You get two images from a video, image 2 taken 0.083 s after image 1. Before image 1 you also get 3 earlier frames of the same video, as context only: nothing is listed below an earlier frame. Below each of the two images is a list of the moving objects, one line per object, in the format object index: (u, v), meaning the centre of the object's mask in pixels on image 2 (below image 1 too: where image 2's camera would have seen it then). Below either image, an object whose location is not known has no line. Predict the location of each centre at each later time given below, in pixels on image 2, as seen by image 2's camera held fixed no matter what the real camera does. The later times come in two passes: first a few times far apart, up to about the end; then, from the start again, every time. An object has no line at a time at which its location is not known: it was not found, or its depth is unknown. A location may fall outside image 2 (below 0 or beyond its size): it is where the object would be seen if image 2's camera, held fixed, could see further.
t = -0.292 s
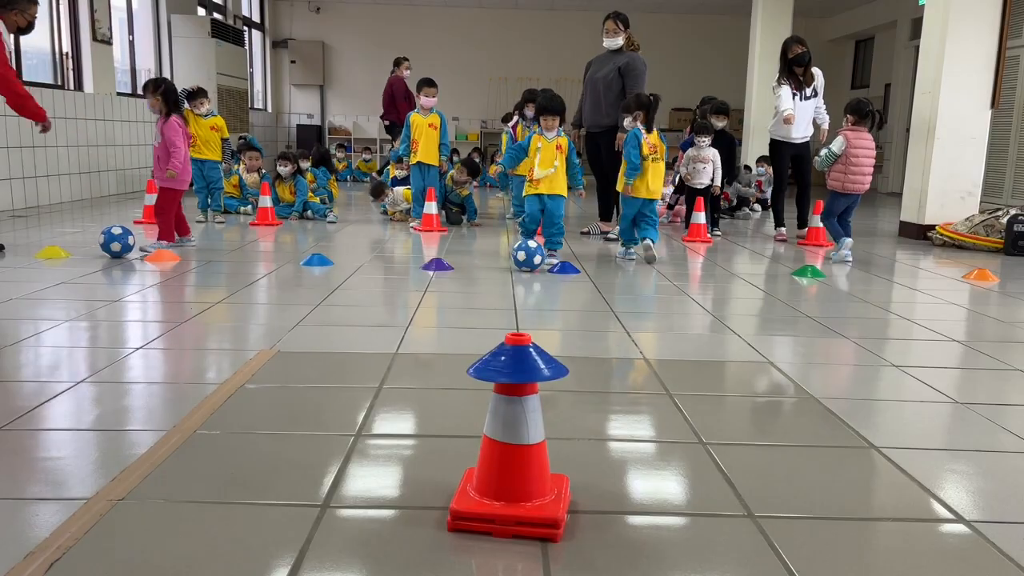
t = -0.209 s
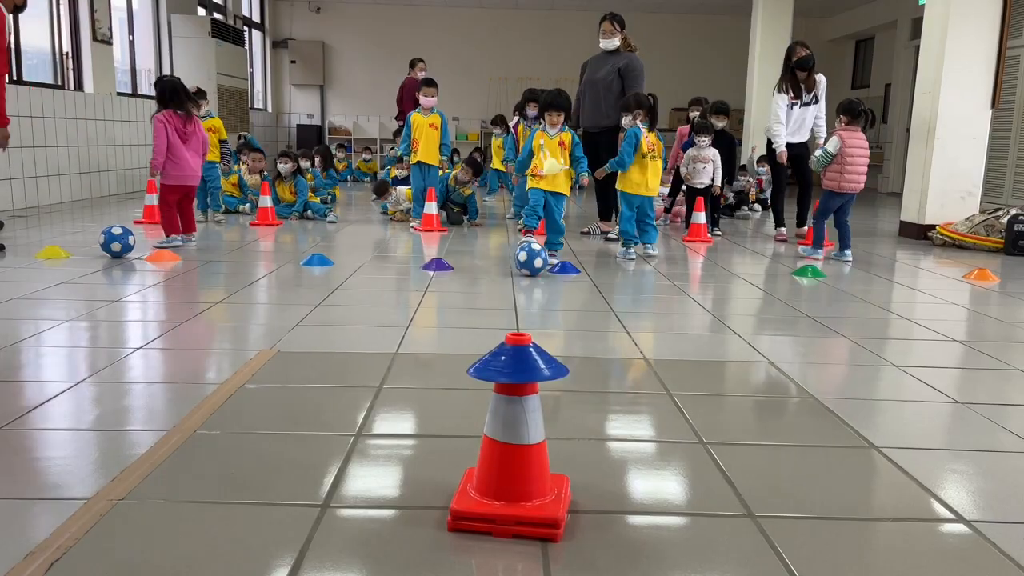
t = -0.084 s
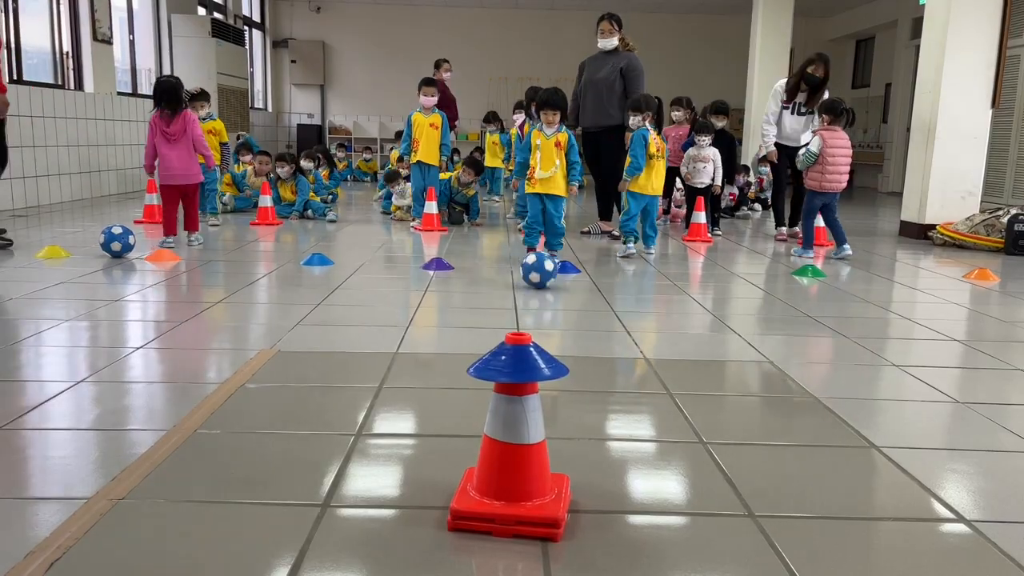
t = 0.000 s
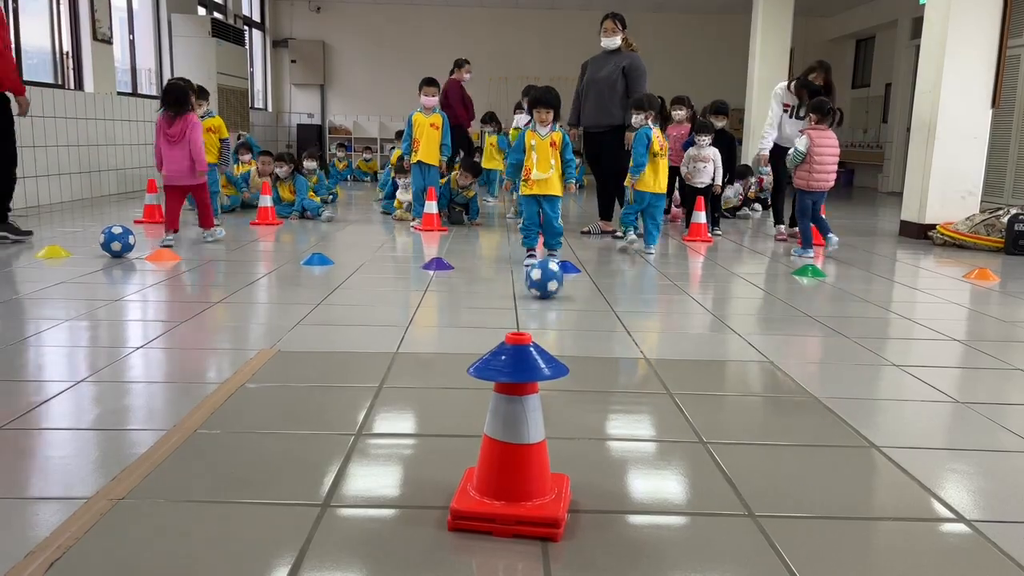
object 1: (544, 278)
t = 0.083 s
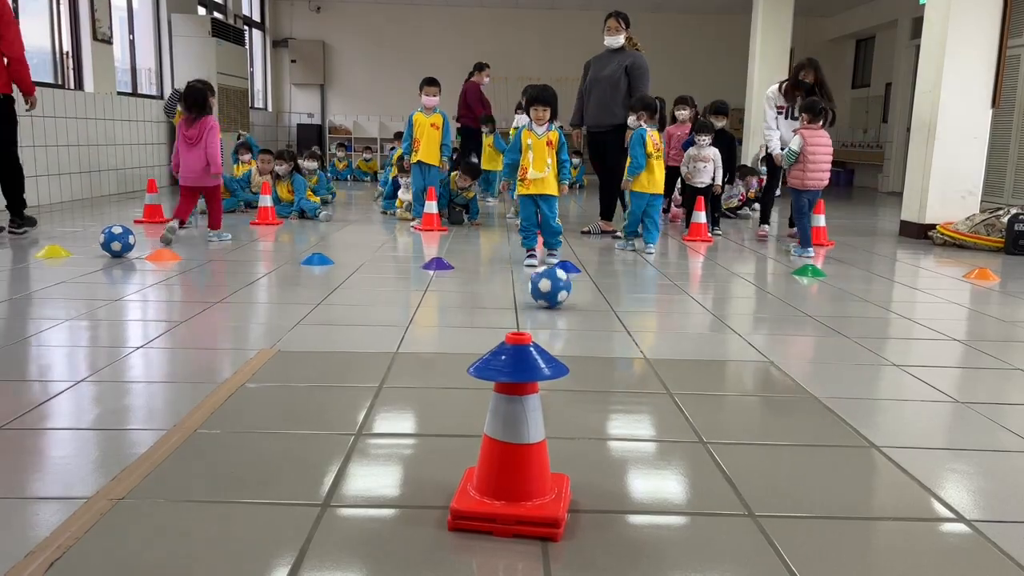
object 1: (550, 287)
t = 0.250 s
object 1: (564, 306)
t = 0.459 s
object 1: (590, 337)
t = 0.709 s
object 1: (637, 382)
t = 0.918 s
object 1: (704, 434)
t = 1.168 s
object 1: (832, 512)
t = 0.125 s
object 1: (553, 293)
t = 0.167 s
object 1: (557, 297)
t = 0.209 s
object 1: (560, 301)
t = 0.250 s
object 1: (564, 306)
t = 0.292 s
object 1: (569, 313)
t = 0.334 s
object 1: (574, 319)
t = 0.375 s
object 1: (578, 324)
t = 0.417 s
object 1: (584, 331)
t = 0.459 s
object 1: (590, 337)
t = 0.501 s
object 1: (597, 344)
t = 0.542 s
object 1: (603, 350)
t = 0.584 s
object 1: (611, 358)
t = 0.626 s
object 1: (620, 367)
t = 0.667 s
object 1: (628, 374)
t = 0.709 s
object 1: (637, 382)
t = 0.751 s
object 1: (649, 390)
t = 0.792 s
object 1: (661, 401)
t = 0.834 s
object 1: (674, 412)
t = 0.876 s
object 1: (688, 422)
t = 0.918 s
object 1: (704, 434)
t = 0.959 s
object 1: (720, 445)
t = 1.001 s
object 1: (736, 457)
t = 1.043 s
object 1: (756, 469)
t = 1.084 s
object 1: (782, 483)
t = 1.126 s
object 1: (805, 497)
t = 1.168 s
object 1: (832, 512)
